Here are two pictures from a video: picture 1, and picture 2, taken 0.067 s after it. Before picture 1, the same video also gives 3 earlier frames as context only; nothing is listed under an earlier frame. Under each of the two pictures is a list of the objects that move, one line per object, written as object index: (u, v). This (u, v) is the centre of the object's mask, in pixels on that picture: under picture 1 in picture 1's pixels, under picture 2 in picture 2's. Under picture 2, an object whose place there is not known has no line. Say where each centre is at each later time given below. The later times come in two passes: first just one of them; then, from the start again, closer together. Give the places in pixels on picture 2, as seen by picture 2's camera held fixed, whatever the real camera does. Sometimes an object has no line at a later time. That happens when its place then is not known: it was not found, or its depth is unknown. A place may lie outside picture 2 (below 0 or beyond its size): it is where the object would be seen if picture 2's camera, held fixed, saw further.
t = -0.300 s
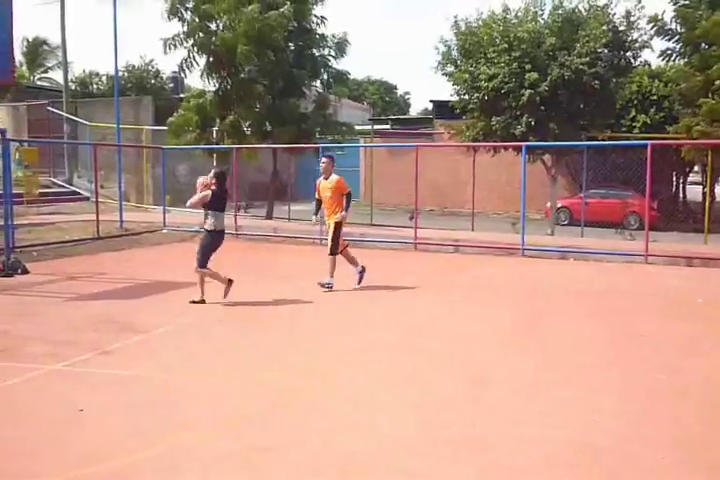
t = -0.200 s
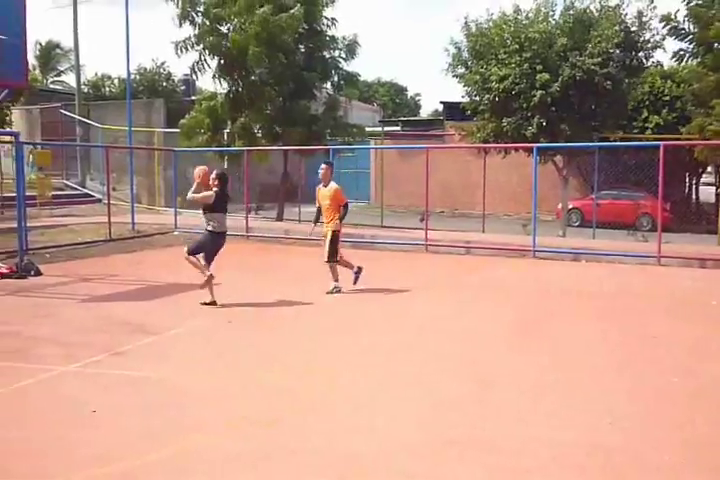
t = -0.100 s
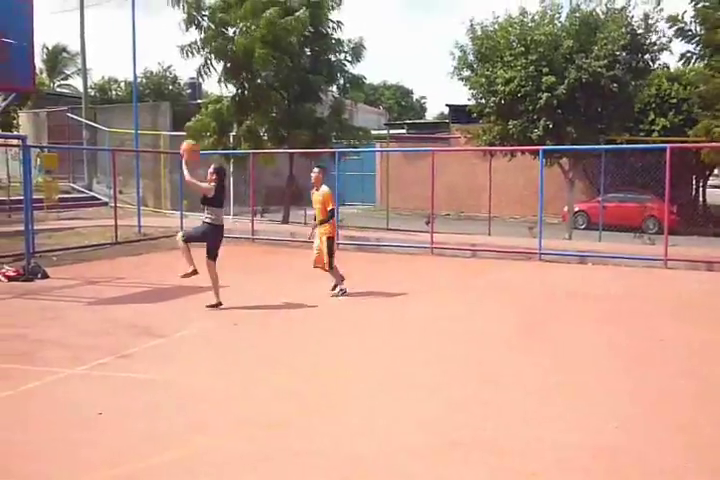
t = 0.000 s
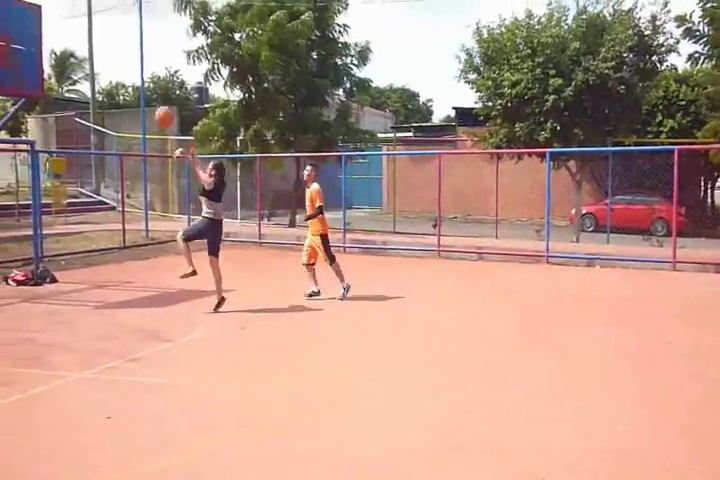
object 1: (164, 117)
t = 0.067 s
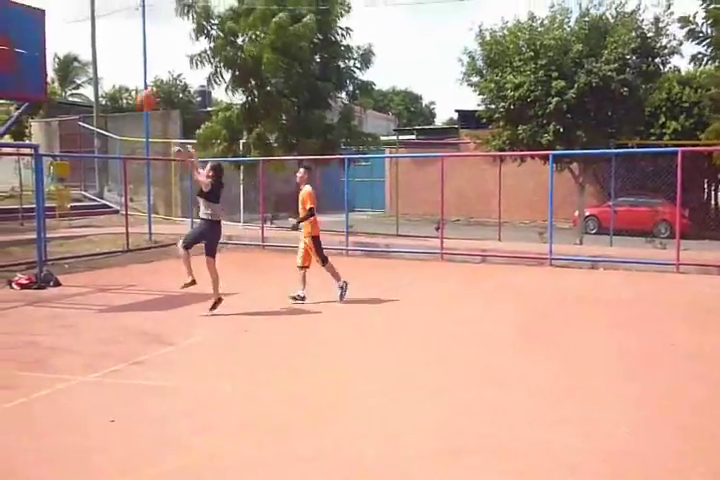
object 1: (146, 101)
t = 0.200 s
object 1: (102, 74)
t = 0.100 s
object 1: (134, 93)
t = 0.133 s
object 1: (124, 85)
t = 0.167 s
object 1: (113, 78)
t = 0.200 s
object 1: (102, 74)
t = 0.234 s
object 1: (91, 70)
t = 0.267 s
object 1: (80, 66)
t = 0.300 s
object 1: (69, 63)
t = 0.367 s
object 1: (48, 62)
